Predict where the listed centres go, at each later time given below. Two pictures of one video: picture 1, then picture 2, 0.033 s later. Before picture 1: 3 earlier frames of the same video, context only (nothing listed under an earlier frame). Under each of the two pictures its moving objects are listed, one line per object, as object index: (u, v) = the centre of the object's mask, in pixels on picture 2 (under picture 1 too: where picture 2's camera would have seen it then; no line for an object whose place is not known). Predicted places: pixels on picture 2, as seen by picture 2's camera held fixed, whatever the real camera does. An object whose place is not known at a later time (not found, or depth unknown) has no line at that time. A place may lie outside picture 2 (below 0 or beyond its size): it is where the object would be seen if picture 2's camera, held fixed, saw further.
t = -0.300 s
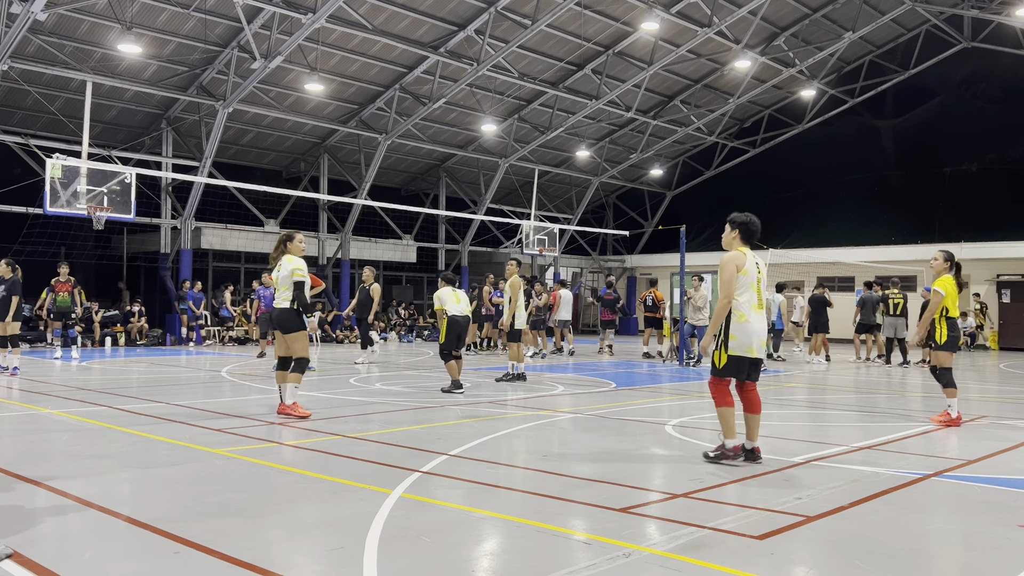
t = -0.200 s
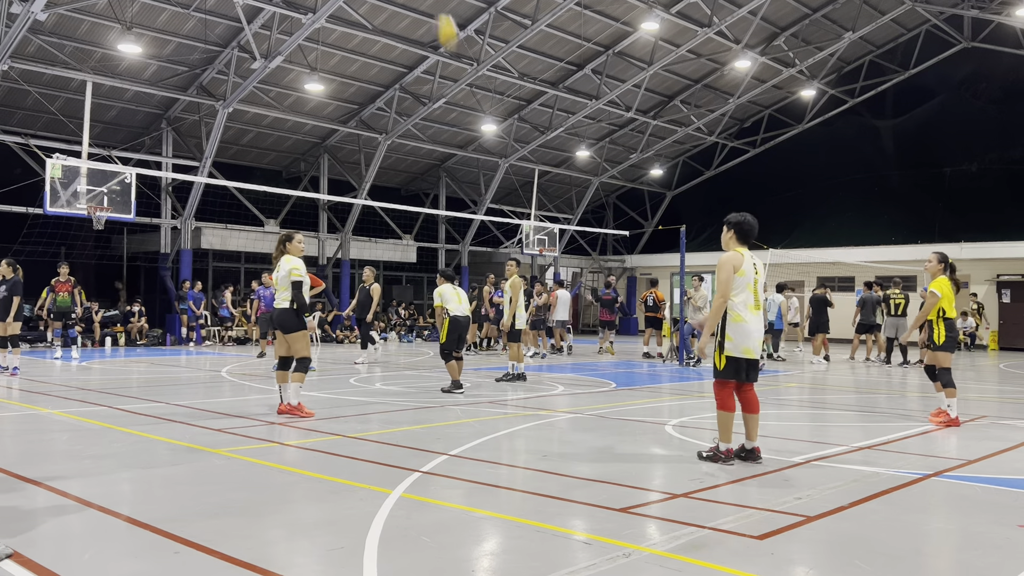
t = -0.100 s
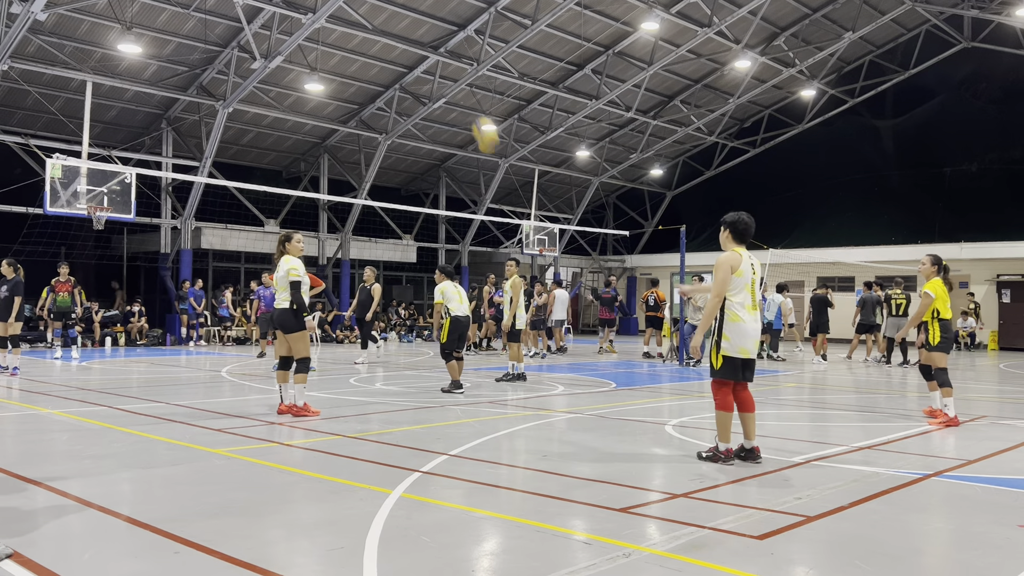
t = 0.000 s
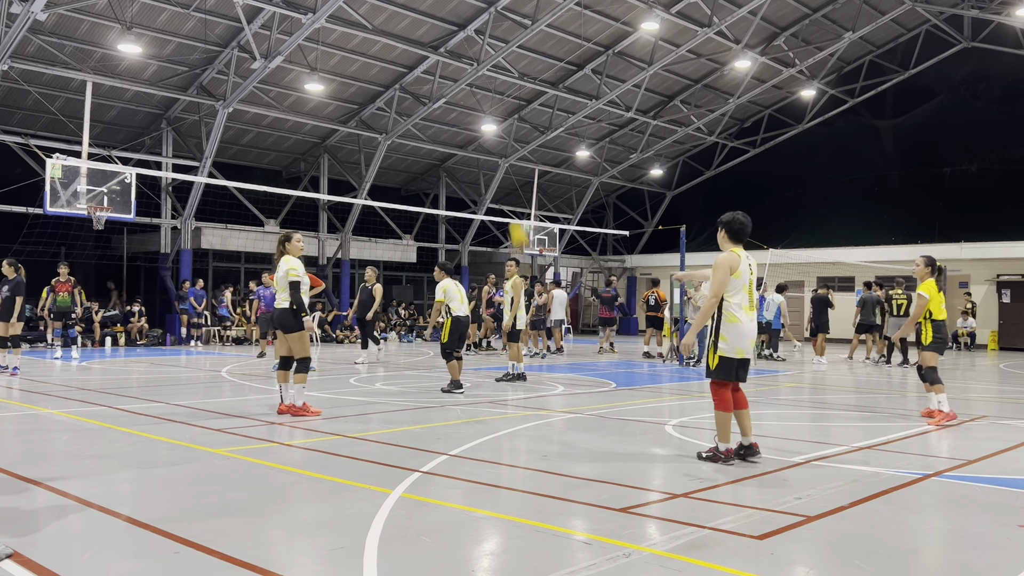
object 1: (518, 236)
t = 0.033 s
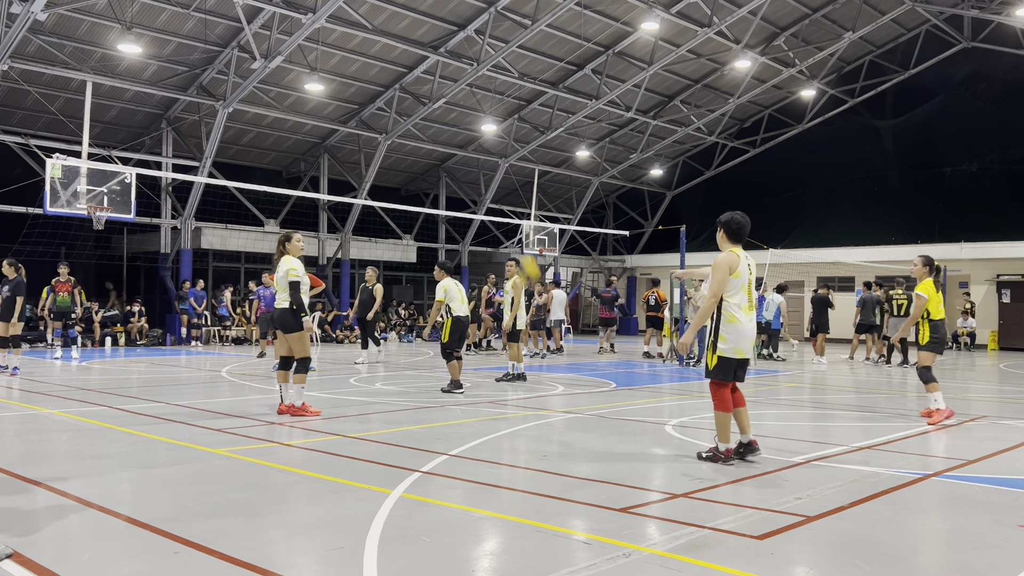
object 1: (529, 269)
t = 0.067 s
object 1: (539, 307)
